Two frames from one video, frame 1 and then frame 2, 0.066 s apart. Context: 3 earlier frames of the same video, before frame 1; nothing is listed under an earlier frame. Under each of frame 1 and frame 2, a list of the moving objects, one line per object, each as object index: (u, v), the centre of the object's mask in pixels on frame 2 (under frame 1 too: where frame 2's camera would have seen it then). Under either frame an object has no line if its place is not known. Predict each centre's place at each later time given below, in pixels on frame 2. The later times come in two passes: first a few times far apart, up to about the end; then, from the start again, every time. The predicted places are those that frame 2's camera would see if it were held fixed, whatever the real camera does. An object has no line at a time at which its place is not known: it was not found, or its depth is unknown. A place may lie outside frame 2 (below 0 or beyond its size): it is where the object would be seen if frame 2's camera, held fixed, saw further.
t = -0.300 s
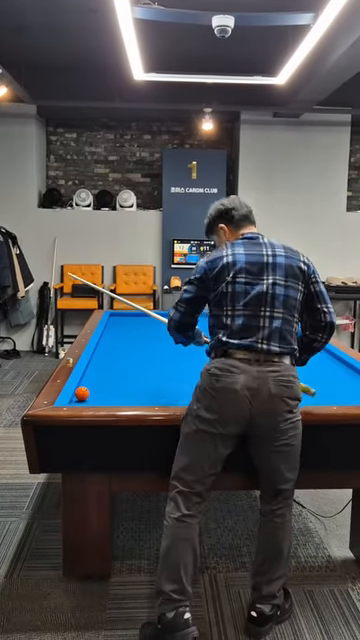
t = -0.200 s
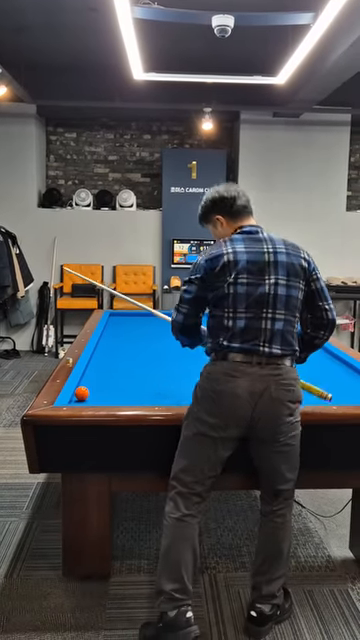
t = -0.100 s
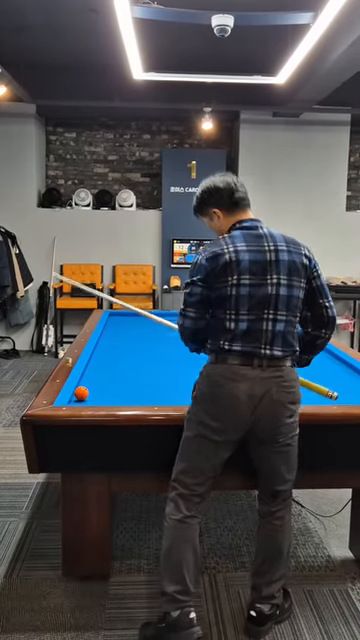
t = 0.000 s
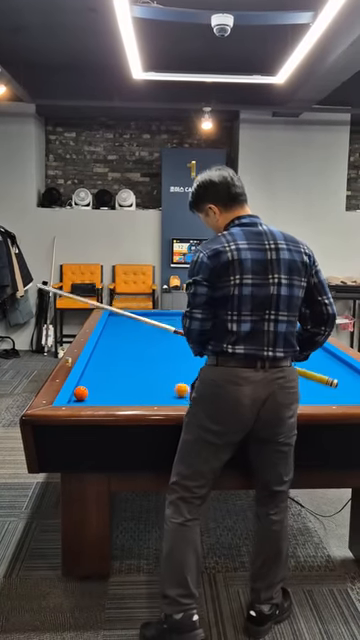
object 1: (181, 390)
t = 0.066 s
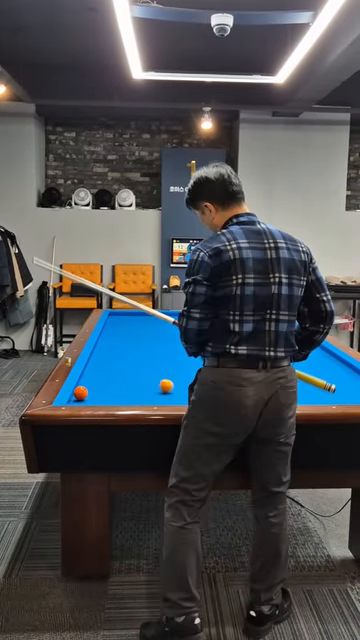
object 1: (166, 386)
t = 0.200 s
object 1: (137, 380)
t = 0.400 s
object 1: (99, 371)
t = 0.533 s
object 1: (101, 366)
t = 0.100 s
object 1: (158, 384)
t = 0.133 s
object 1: (151, 382)
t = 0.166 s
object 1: (144, 381)
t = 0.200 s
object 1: (137, 380)
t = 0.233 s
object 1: (131, 378)
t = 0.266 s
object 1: (124, 377)
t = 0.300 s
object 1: (118, 375)
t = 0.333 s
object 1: (111, 374)
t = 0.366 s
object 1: (105, 373)
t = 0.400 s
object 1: (99, 371)
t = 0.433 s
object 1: (93, 370)
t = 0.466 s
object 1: (90, 369)
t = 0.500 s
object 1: (95, 367)
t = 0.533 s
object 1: (101, 366)
